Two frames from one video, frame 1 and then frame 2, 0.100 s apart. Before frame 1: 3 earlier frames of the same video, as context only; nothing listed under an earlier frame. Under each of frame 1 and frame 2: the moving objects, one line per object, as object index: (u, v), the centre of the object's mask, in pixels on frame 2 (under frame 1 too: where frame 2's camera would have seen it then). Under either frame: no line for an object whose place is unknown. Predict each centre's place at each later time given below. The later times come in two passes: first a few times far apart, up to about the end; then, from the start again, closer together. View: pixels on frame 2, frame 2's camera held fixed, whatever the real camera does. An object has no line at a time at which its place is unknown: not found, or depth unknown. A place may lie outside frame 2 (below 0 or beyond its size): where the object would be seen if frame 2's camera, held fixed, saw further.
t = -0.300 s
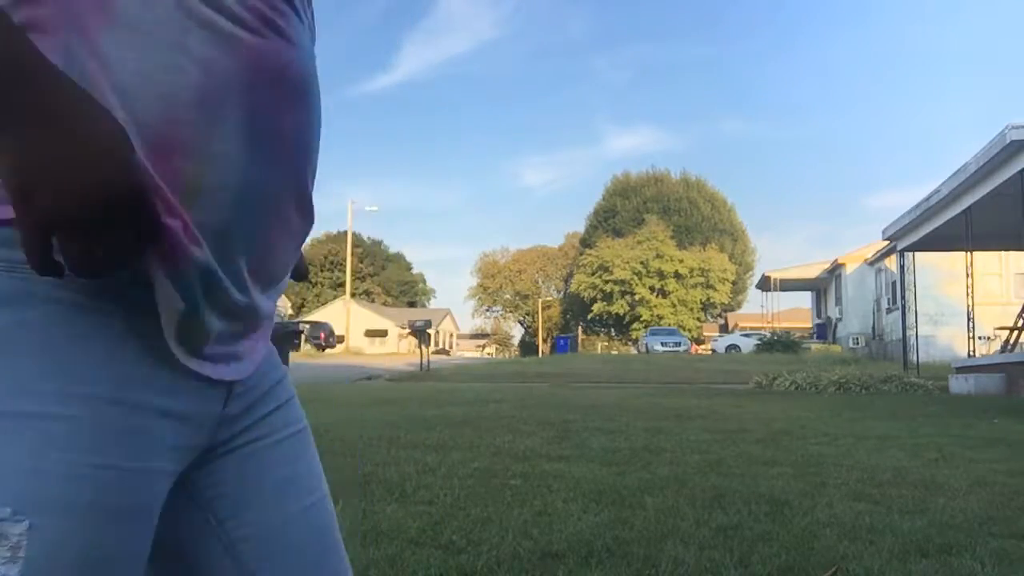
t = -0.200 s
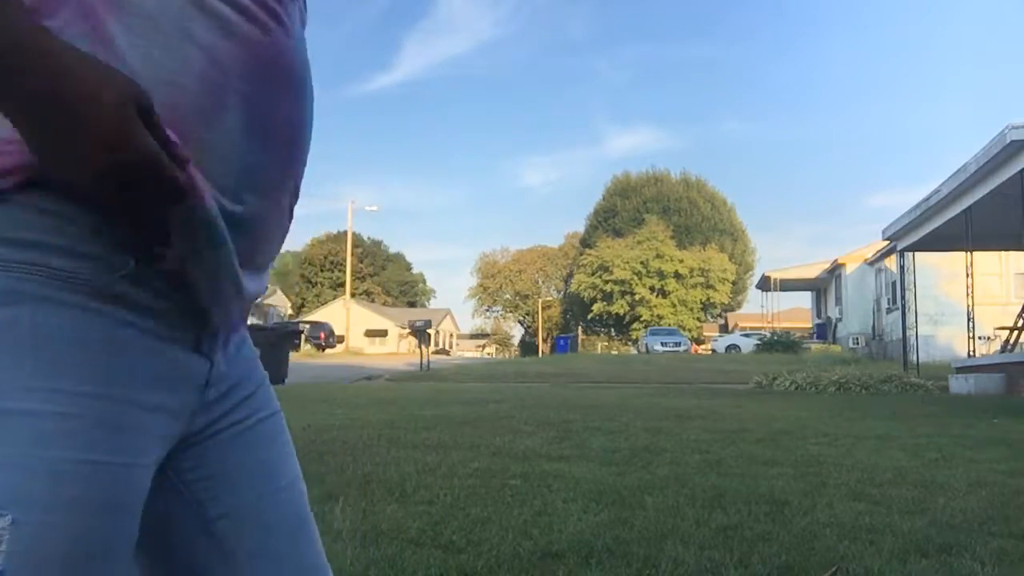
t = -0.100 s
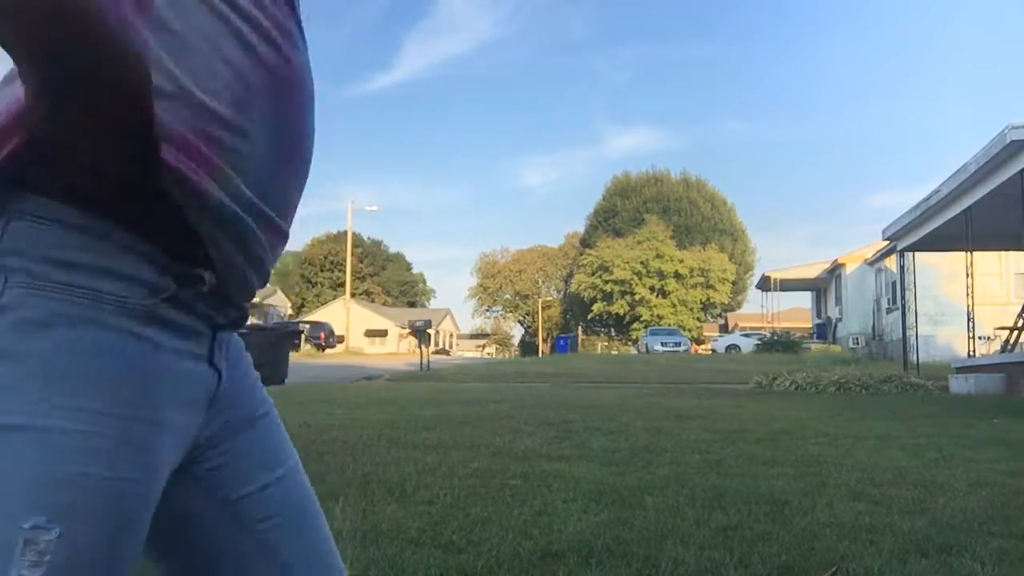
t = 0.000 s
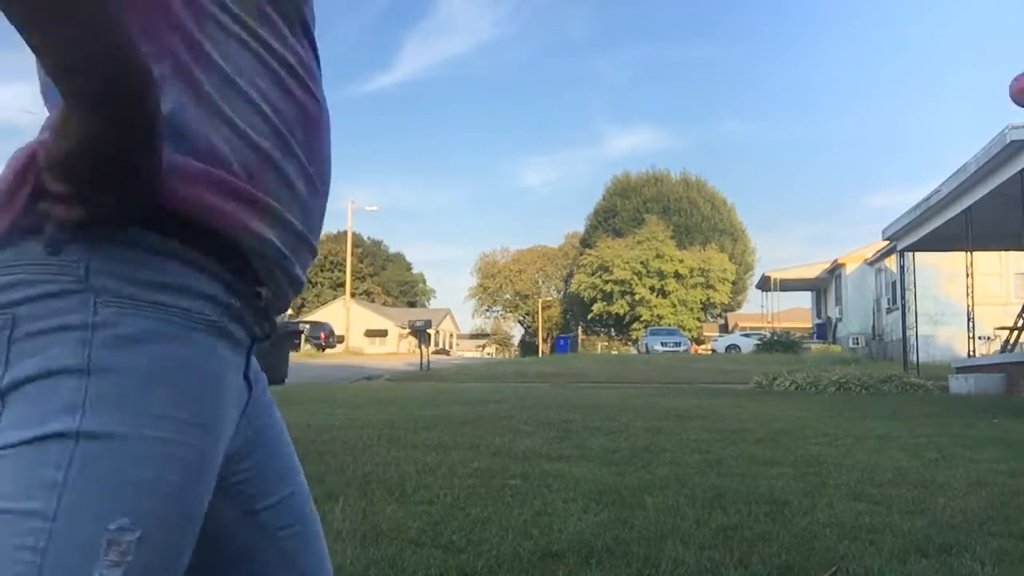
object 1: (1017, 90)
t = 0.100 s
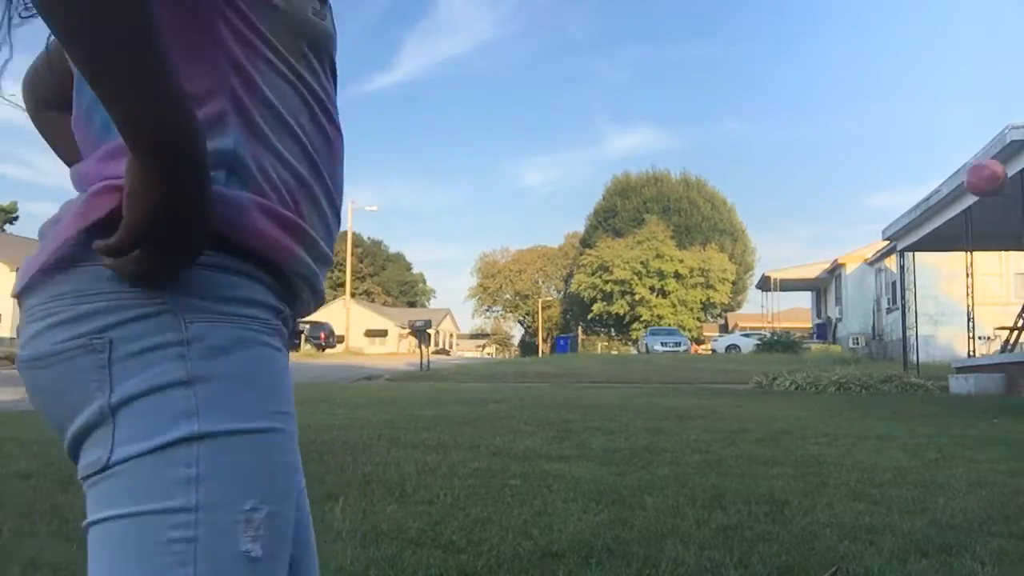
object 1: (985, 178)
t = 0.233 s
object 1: (927, 337)
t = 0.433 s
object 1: (854, 426)
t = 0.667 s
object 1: (790, 330)
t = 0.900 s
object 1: (722, 362)
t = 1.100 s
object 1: (660, 504)
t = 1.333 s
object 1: (590, 472)
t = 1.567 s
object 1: (511, 535)
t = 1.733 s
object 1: (459, 536)
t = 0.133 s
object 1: (972, 213)
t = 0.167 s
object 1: (956, 252)
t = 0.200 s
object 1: (942, 294)
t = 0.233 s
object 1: (927, 337)
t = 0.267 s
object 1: (911, 383)
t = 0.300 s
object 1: (895, 433)
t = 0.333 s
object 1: (880, 484)
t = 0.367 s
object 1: (869, 477)
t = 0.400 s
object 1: (862, 450)
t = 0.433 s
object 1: (854, 426)
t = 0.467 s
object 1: (844, 405)
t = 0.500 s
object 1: (835, 386)
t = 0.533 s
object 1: (826, 370)
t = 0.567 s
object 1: (817, 356)
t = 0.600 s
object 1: (808, 346)
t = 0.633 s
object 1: (799, 337)
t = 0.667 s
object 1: (790, 330)
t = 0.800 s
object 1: (751, 331)
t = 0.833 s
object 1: (741, 338)
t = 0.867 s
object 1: (731, 349)
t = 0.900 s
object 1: (722, 362)
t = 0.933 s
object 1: (711, 379)
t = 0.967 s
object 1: (702, 396)
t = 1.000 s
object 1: (691, 417)
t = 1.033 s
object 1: (681, 443)
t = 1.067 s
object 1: (669, 472)
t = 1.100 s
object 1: (660, 504)
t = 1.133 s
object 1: (648, 516)
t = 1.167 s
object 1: (639, 505)
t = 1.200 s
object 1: (629, 492)
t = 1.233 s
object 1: (619, 482)
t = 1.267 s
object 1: (610, 476)
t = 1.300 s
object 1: (600, 472)
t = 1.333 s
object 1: (590, 472)
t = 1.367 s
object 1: (580, 474)
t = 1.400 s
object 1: (570, 480)
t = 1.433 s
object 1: (558, 489)
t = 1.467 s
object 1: (548, 502)
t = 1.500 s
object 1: (536, 519)
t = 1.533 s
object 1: (524, 535)
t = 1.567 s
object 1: (511, 535)
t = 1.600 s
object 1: (501, 532)
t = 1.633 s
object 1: (490, 528)
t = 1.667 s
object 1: (480, 528)
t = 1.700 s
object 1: (469, 531)
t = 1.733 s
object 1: (459, 536)
